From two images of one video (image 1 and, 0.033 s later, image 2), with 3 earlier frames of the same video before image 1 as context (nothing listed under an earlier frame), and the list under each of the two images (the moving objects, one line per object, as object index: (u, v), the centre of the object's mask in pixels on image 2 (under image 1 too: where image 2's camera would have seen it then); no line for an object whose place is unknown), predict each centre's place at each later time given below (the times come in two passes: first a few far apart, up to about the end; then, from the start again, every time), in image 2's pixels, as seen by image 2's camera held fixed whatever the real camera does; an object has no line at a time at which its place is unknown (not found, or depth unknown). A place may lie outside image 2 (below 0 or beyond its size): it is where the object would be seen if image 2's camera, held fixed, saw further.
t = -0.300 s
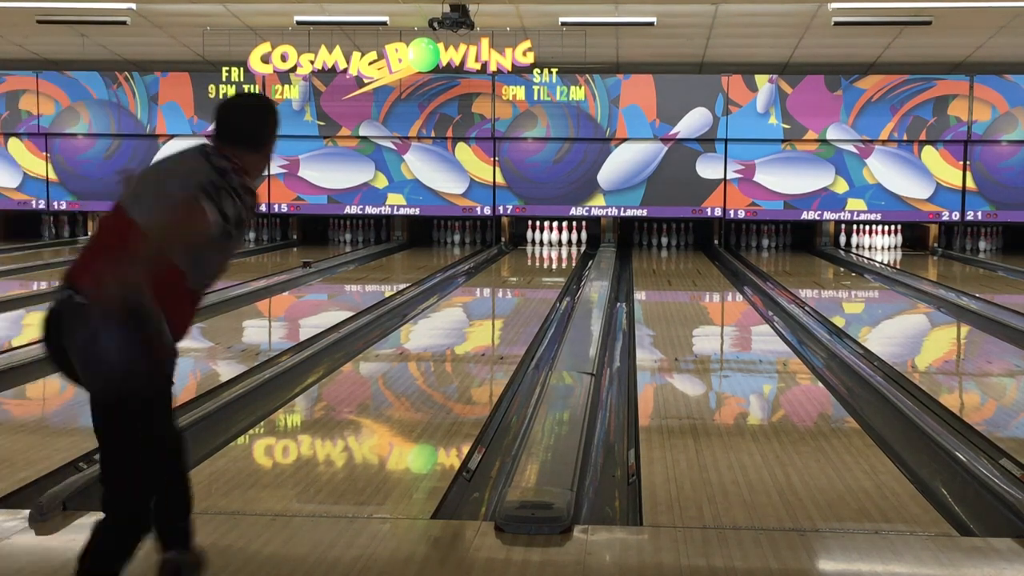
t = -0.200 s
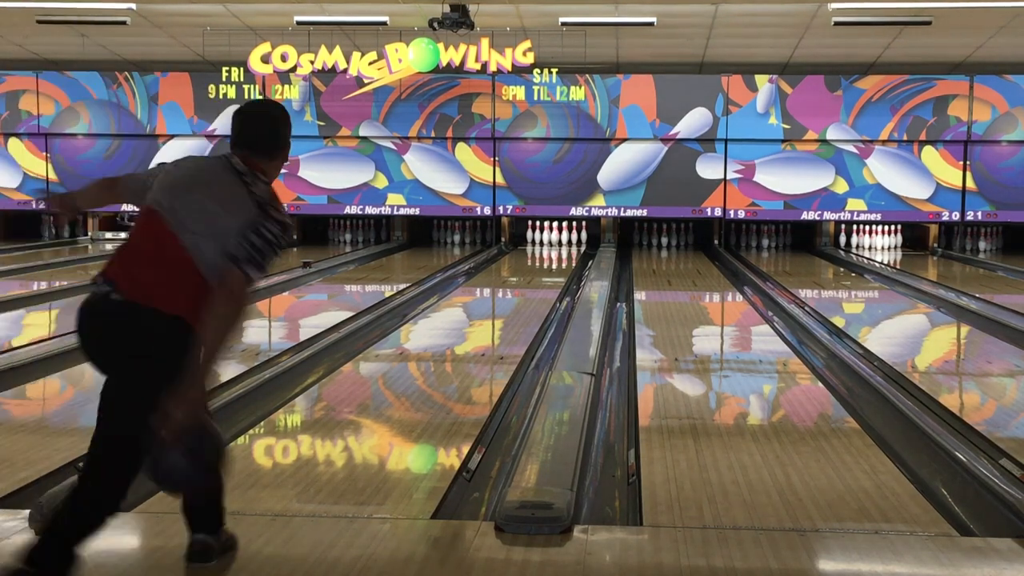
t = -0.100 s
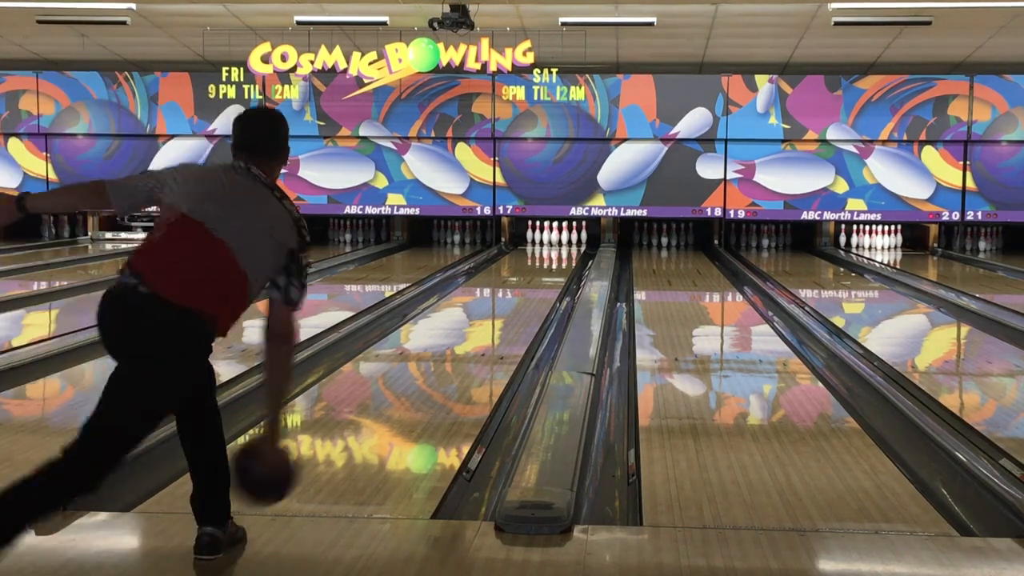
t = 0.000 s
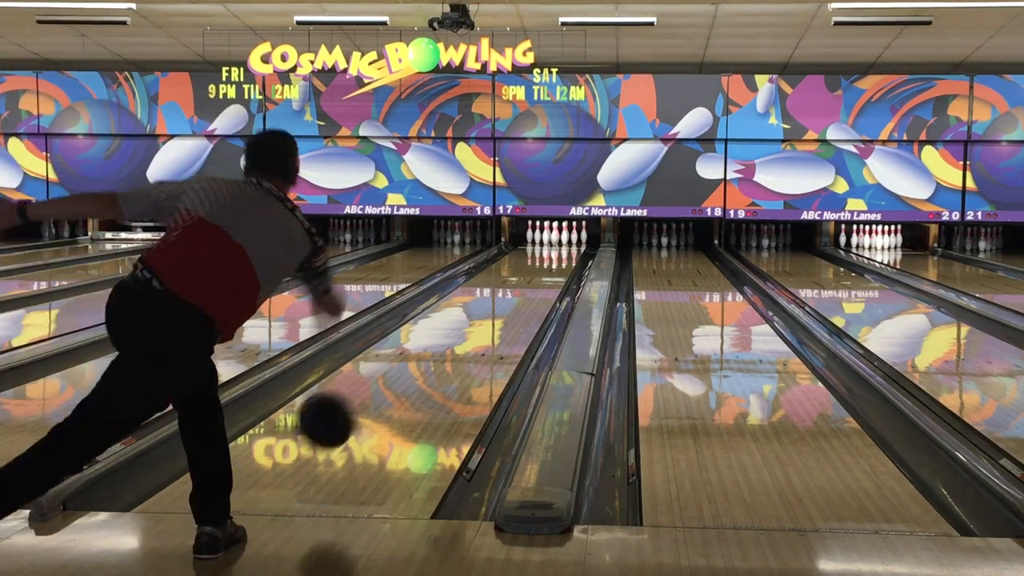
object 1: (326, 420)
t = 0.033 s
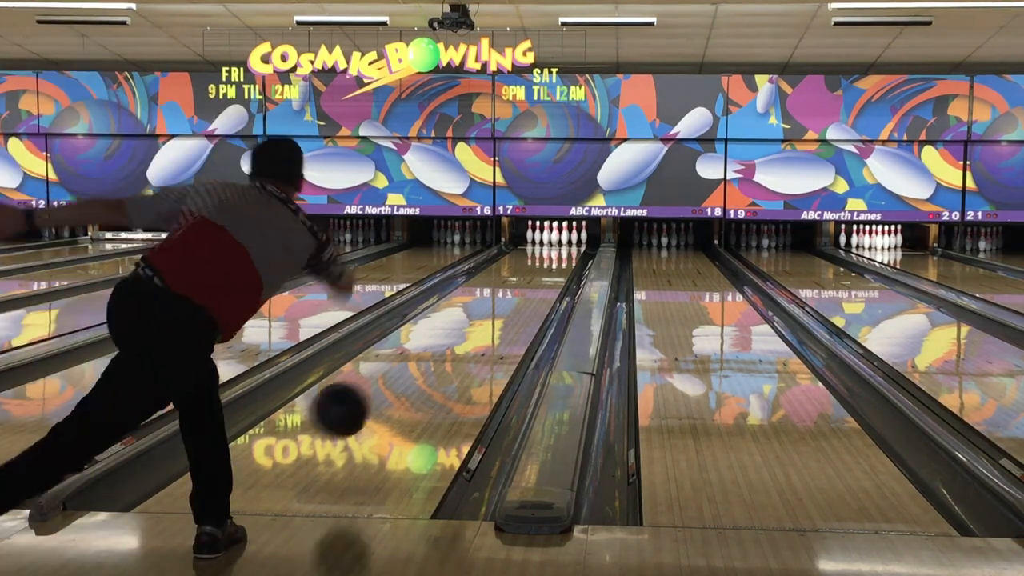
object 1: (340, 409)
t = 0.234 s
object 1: (411, 392)
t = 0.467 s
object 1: (461, 348)
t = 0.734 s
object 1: (497, 315)
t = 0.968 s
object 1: (519, 295)
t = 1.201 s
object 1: (534, 280)
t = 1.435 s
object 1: (545, 268)
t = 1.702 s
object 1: (555, 258)
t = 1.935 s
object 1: (560, 251)
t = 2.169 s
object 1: (562, 245)
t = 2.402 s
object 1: (560, 241)
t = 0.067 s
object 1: (356, 401)
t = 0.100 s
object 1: (368, 396)
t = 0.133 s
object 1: (381, 395)
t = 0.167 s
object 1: (391, 395)
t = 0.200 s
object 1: (401, 398)
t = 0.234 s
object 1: (411, 392)
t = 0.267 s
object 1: (419, 384)
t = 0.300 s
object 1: (428, 378)
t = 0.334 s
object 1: (435, 370)
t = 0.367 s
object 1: (442, 365)
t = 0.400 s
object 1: (449, 359)
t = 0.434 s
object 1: (455, 353)
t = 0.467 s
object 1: (461, 348)
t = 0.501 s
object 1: (466, 343)
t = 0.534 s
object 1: (471, 338)
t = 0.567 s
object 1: (477, 333)
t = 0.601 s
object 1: (481, 329)
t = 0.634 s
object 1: (486, 325)
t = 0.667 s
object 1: (490, 322)
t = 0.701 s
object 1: (493, 318)
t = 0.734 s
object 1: (497, 315)
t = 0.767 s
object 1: (501, 312)
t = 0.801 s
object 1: (504, 309)
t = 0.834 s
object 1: (507, 306)
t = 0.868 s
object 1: (510, 303)
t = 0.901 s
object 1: (513, 300)
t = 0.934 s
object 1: (516, 298)
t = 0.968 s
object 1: (519, 295)
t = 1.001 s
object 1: (521, 293)
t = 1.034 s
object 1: (523, 290)
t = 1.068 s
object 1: (526, 288)
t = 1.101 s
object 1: (528, 286)
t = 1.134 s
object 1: (530, 284)
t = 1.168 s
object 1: (532, 282)
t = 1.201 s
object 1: (534, 280)
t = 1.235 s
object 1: (535, 279)
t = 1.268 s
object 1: (537, 277)
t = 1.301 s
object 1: (540, 275)
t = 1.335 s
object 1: (541, 273)
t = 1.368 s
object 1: (542, 271)
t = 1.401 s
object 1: (544, 270)
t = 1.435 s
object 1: (545, 268)
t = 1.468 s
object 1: (547, 266)
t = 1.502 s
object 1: (549, 265)
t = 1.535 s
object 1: (549, 264)
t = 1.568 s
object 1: (550, 263)
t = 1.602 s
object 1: (551, 261)
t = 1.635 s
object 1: (552, 260)
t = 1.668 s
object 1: (554, 259)
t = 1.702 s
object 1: (555, 258)
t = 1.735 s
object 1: (555, 257)
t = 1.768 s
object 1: (556, 256)
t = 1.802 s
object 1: (558, 255)
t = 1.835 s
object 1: (558, 254)
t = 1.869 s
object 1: (559, 253)
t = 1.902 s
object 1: (559, 252)
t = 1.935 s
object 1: (560, 251)
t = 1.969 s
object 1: (560, 250)
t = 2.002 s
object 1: (561, 249)
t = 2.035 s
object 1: (561, 248)
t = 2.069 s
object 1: (561, 247)
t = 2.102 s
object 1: (562, 247)
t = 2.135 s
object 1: (562, 245)
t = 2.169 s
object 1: (562, 245)
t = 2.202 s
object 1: (562, 244)
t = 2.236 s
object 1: (562, 243)
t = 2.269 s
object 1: (562, 243)
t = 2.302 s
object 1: (562, 242)
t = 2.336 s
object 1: (561, 242)
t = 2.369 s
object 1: (561, 241)
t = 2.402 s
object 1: (560, 241)
